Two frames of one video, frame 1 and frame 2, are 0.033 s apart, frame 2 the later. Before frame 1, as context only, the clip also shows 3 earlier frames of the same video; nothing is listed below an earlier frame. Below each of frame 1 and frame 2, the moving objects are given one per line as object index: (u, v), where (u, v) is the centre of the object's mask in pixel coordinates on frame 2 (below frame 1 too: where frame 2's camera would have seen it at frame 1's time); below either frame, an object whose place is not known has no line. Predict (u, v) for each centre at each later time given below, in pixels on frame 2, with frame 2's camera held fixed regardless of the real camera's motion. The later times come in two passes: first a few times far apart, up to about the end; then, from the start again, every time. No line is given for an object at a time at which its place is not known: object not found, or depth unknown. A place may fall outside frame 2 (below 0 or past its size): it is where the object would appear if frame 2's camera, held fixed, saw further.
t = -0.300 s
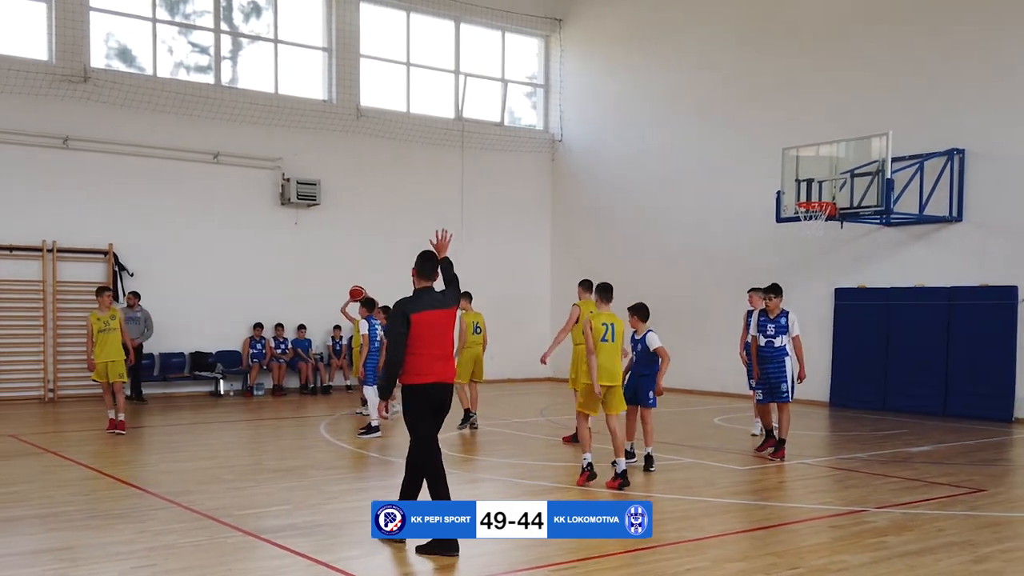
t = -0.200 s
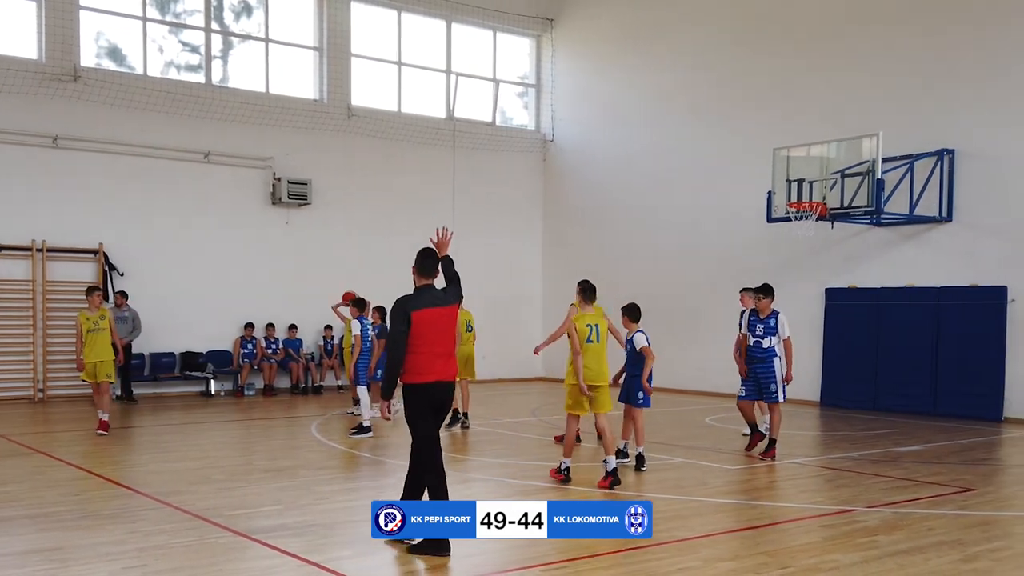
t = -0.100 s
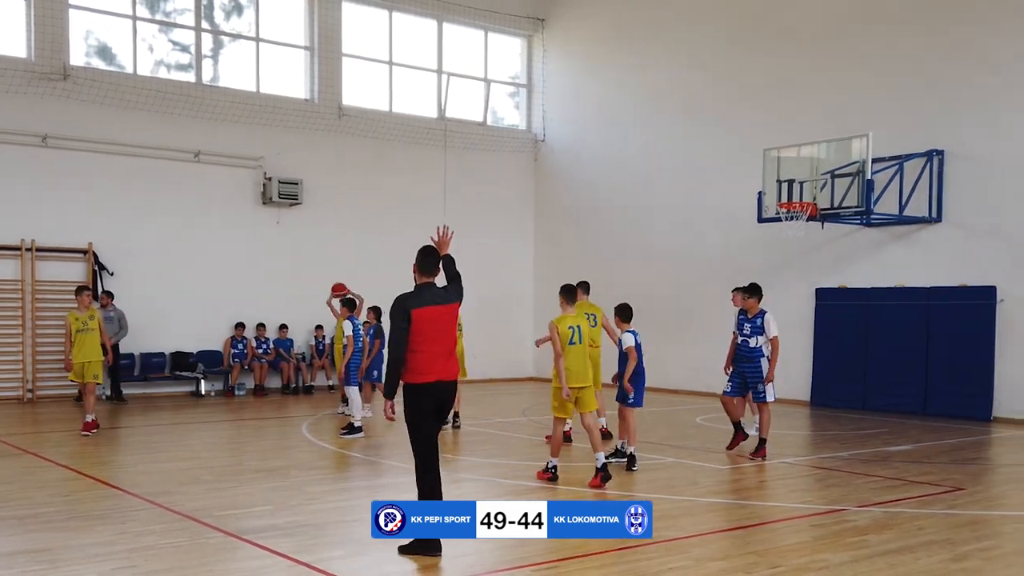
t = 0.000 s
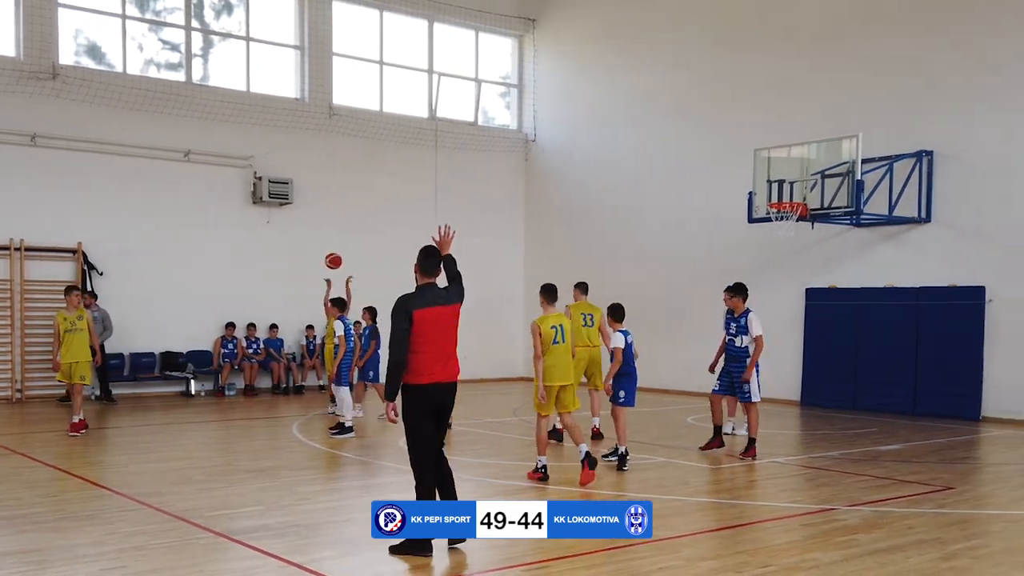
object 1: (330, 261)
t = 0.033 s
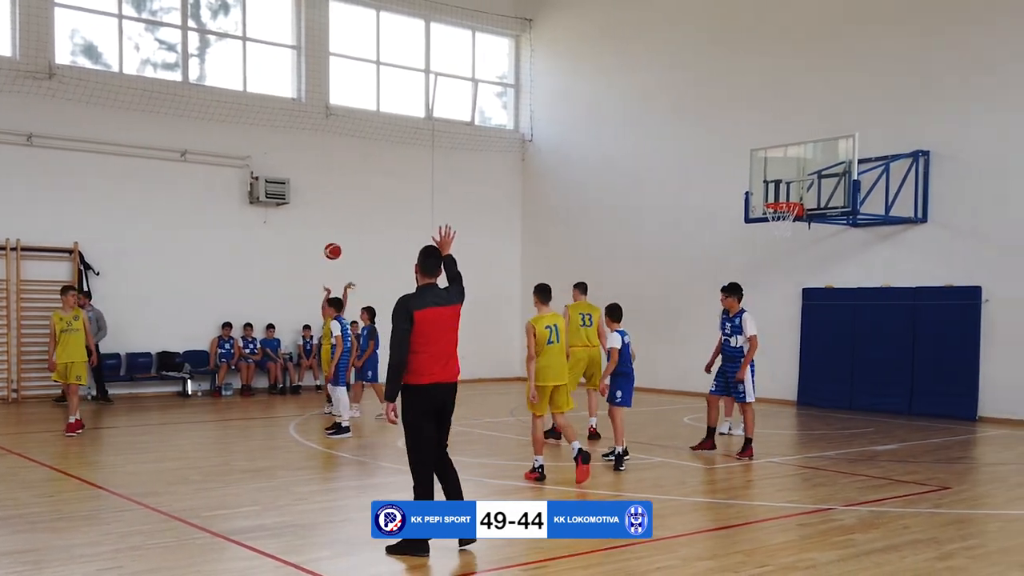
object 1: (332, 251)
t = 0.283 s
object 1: (351, 197)
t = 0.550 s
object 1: (377, 188)
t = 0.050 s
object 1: (333, 246)
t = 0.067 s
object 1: (335, 242)
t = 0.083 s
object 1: (336, 237)
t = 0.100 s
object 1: (337, 233)
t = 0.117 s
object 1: (338, 229)
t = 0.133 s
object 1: (340, 225)
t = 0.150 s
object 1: (341, 221)
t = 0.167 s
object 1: (342, 218)
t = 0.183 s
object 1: (343, 214)
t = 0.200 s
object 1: (345, 211)
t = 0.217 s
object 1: (346, 208)
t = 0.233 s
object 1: (347, 205)
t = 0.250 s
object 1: (349, 202)
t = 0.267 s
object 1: (350, 200)
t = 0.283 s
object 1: (351, 197)
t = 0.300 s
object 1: (353, 195)
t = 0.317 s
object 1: (354, 193)
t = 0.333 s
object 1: (356, 191)
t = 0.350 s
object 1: (357, 190)
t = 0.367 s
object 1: (359, 188)
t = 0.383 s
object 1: (360, 187)
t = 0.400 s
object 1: (362, 186)
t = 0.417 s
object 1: (363, 185)
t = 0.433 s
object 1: (365, 185)
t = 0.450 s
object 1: (367, 184)
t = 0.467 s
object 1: (368, 185)
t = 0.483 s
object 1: (370, 185)
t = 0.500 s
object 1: (372, 185)
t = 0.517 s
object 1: (374, 186)
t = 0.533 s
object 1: (375, 187)
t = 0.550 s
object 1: (377, 188)
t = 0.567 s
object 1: (379, 190)
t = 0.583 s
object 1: (381, 192)
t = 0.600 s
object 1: (383, 194)
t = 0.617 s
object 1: (385, 196)
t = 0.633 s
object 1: (387, 199)
